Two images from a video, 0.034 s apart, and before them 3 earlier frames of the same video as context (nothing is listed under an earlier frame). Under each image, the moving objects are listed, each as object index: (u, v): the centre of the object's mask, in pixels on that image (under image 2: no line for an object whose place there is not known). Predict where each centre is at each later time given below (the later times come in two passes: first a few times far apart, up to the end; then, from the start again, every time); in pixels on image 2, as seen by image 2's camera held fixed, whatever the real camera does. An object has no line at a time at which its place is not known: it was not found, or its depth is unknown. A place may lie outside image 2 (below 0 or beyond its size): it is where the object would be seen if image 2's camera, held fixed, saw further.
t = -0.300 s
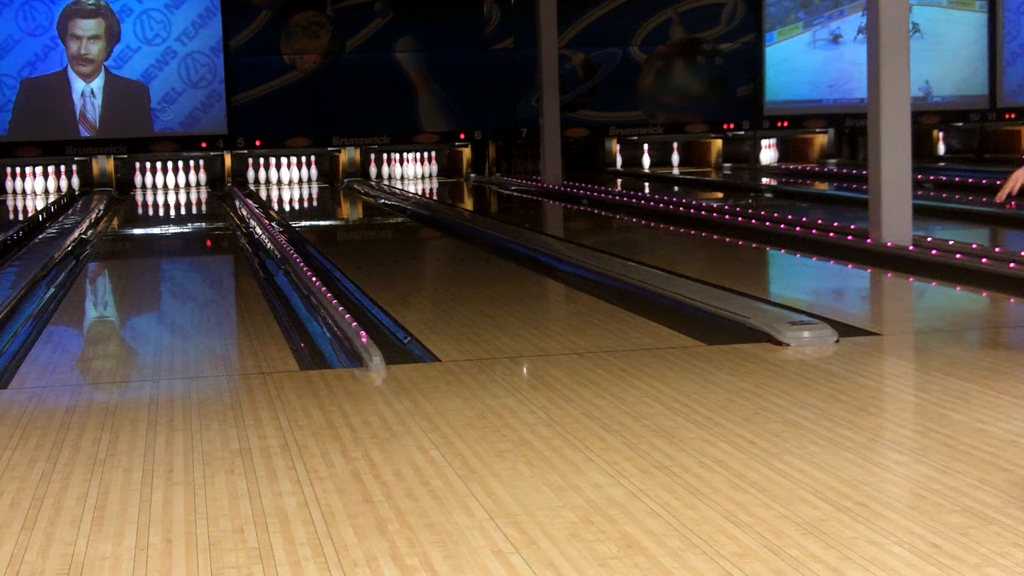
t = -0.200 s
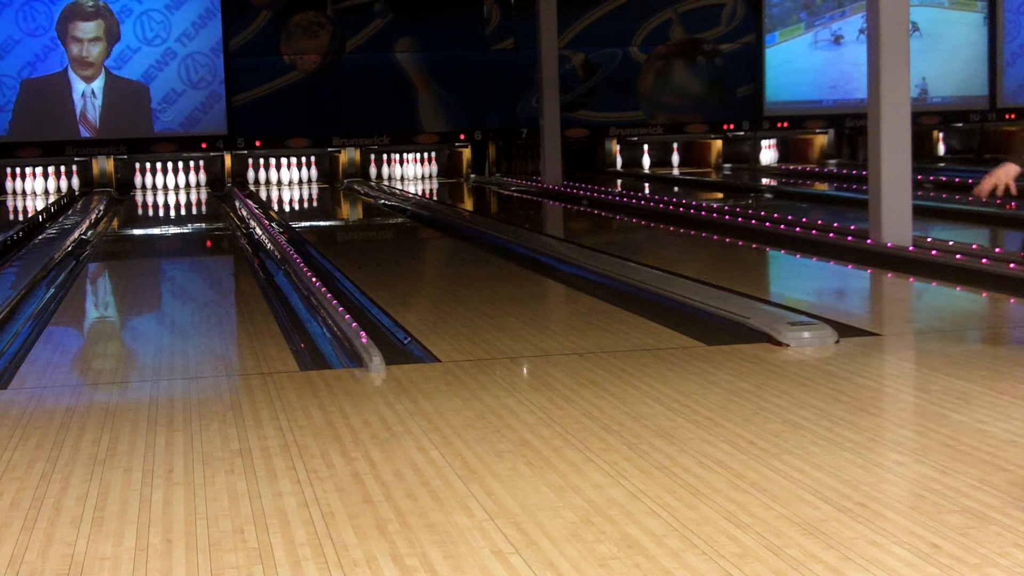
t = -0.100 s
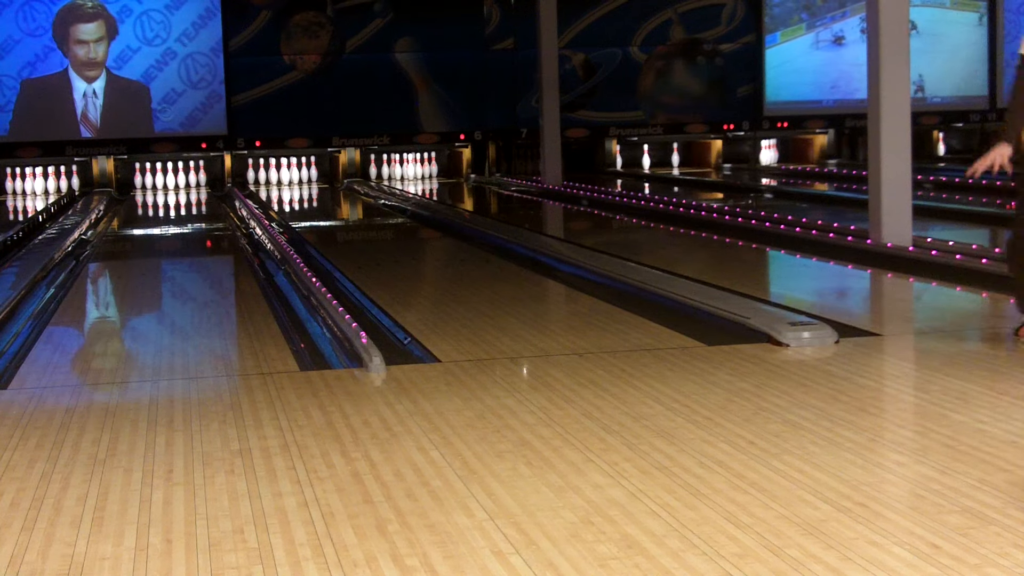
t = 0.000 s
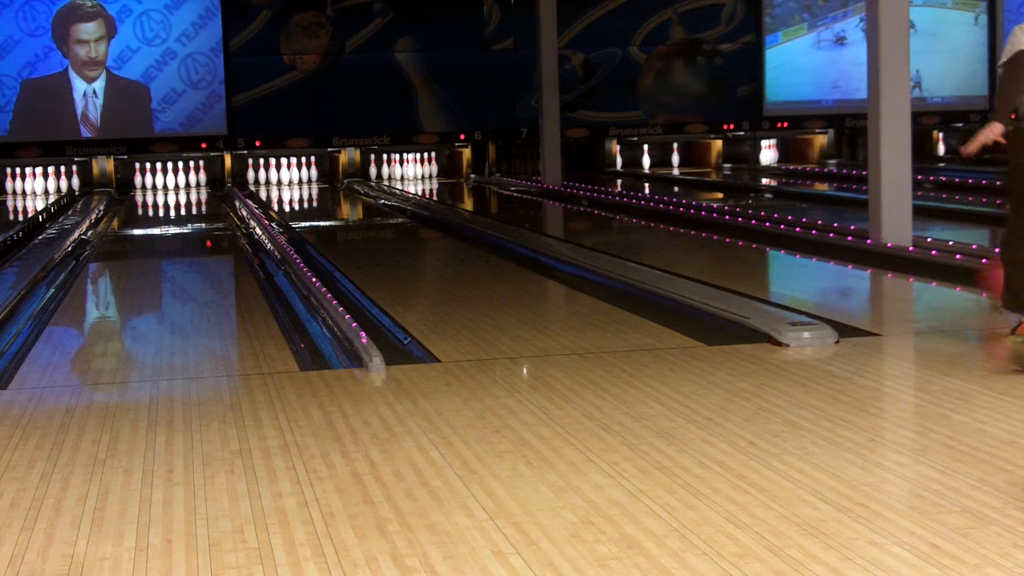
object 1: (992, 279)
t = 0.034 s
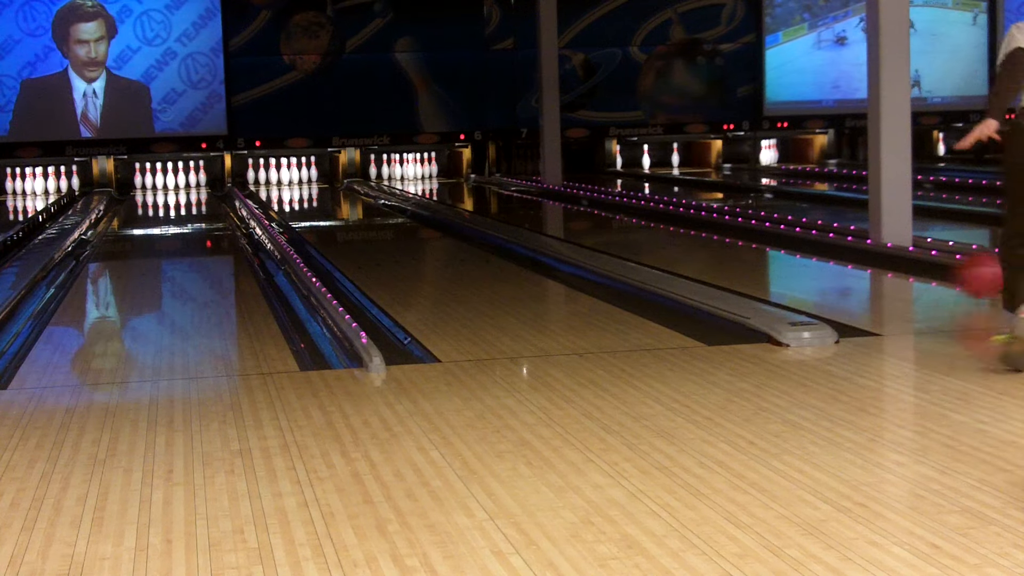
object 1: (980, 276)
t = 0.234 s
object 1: (852, 256)
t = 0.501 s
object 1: (732, 233)
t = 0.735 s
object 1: (658, 218)
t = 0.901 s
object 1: (617, 211)
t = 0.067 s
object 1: (958, 274)
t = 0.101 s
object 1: (933, 271)
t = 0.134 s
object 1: (912, 266)
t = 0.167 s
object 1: (889, 263)
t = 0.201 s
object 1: (869, 260)
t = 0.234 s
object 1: (852, 256)
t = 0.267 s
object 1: (834, 253)
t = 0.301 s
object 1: (816, 249)
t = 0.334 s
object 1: (801, 245)
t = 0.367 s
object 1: (786, 243)
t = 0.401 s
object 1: (771, 241)
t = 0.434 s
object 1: (757, 238)
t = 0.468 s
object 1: (744, 235)
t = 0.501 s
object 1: (732, 233)
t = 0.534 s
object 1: (721, 231)
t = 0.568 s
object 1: (710, 228)
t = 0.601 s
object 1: (698, 226)
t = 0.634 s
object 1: (687, 224)
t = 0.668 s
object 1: (677, 223)
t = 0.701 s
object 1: (667, 222)
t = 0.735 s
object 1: (658, 218)
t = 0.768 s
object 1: (649, 217)
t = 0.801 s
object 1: (640, 215)
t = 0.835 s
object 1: (632, 214)
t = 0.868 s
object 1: (625, 213)
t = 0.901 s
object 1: (617, 211)
